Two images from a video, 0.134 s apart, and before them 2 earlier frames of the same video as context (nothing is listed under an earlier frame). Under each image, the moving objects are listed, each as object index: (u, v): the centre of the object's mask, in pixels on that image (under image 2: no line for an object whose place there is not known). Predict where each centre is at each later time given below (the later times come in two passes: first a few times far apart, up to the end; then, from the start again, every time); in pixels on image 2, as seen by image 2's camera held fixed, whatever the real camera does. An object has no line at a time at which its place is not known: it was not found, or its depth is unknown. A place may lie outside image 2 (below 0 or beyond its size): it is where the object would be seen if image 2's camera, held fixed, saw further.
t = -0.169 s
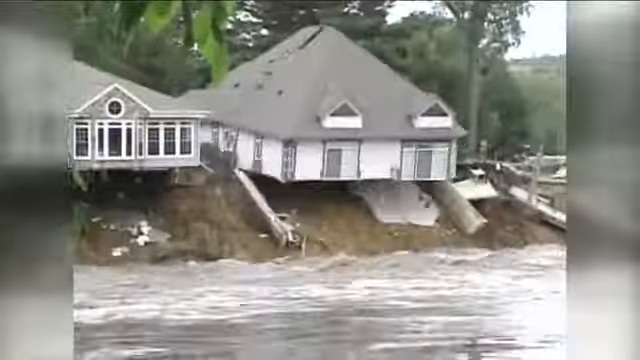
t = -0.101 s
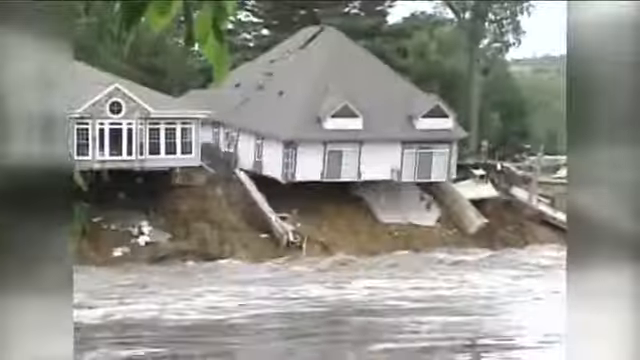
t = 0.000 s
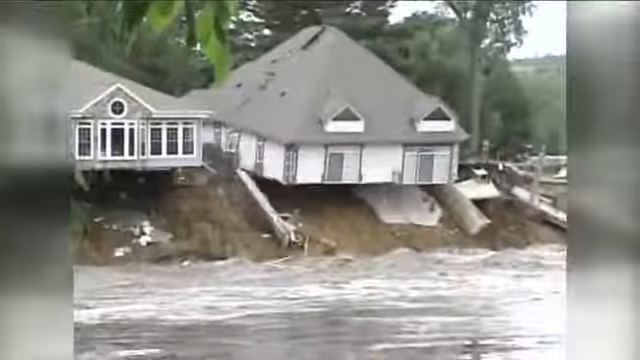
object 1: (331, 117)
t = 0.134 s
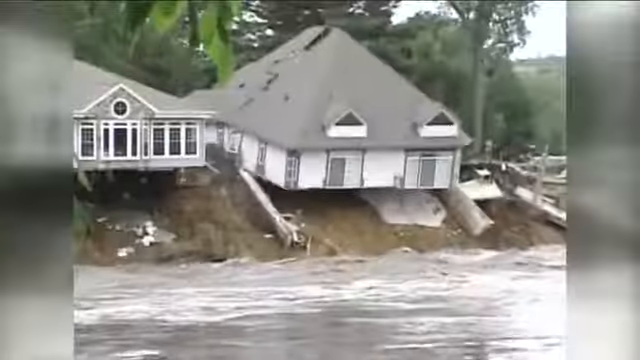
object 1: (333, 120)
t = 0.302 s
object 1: (332, 123)
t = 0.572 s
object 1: (331, 129)
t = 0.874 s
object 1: (331, 137)
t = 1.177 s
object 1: (332, 140)
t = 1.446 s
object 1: (333, 143)
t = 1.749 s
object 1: (335, 147)
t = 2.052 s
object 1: (337, 153)
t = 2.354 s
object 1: (338, 155)
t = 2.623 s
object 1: (337, 155)
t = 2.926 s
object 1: (338, 155)
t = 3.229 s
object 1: (343, 156)
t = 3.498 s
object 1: (345, 157)
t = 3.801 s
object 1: (347, 158)
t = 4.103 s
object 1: (350, 157)
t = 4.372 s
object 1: (352, 157)
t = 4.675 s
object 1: (357, 157)
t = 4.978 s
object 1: (360, 157)
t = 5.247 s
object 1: (357, 160)
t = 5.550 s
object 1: (352, 162)
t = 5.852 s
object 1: (353, 163)
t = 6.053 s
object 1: (353, 163)
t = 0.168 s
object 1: (332, 120)
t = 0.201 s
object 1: (332, 121)
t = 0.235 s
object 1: (332, 122)
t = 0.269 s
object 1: (332, 122)
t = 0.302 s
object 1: (332, 123)
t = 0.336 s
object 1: (332, 123)
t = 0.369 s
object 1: (331, 124)
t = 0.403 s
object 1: (331, 125)
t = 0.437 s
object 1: (332, 126)
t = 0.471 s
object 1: (332, 127)
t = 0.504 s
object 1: (332, 128)
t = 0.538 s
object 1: (331, 128)
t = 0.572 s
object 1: (331, 129)
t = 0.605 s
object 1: (331, 130)
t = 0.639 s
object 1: (332, 131)
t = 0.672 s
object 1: (332, 132)
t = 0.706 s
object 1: (332, 134)
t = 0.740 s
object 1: (332, 134)
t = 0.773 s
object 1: (332, 136)
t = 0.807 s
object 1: (332, 136)
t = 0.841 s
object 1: (332, 137)
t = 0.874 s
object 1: (331, 137)
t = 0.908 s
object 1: (331, 138)
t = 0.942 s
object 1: (331, 138)
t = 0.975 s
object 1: (332, 138)
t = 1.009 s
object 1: (332, 139)
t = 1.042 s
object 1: (332, 139)
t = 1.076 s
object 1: (332, 139)
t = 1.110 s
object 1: (332, 140)
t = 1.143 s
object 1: (332, 140)
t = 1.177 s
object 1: (332, 140)
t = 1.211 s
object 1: (332, 141)
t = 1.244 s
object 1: (332, 141)
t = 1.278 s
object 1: (332, 142)
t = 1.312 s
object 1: (332, 142)
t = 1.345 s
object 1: (332, 142)
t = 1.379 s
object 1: (332, 142)
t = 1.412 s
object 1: (332, 143)
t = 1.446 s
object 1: (333, 143)
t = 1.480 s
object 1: (333, 143)
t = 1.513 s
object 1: (333, 143)
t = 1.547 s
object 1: (333, 144)
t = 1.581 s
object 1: (333, 144)
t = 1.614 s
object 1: (333, 144)
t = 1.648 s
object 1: (333, 145)
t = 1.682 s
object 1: (333, 145)
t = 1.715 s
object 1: (334, 146)
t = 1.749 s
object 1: (335, 147)
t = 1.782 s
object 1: (335, 148)
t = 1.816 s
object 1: (336, 148)
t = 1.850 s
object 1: (336, 149)
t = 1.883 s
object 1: (336, 150)
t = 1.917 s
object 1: (336, 150)
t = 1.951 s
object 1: (337, 151)
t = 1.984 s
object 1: (337, 152)
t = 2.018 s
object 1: (337, 153)
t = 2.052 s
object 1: (337, 153)
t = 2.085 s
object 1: (336, 153)
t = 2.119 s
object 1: (337, 153)
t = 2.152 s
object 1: (337, 154)
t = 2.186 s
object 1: (337, 154)
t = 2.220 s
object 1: (337, 154)
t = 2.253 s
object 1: (338, 154)
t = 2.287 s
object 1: (338, 155)
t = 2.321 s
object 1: (338, 155)
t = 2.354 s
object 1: (338, 155)
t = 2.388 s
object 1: (338, 155)
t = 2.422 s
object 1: (338, 155)
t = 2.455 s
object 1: (337, 155)
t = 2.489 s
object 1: (337, 155)
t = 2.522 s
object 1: (337, 155)
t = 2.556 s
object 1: (337, 155)
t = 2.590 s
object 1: (337, 155)
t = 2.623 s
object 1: (337, 155)
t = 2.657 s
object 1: (337, 155)
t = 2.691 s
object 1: (337, 156)
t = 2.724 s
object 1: (337, 155)
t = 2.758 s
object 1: (338, 155)
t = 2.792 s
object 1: (338, 155)
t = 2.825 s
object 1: (338, 155)
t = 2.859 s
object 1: (338, 155)
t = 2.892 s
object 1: (338, 155)
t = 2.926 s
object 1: (338, 155)
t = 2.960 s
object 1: (339, 155)
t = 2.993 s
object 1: (339, 155)
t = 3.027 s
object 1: (340, 155)
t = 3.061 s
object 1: (340, 155)
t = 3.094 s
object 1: (341, 155)
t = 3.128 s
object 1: (341, 156)
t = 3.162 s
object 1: (342, 156)
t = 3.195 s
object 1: (342, 156)
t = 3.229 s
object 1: (343, 156)
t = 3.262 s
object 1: (343, 156)
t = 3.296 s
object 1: (343, 156)
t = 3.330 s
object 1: (343, 156)
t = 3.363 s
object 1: (344, 157)
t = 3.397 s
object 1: (344, 157)
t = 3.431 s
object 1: (344, 157)
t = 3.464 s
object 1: (345, 157)
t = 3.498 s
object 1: (345, 157)
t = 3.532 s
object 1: (345, 157)
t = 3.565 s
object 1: (345, 157)
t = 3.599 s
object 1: (346, 157)
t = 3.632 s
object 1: (346, 158)
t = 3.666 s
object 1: (346, 158)
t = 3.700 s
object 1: (346, 158)
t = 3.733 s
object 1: (346, 158)
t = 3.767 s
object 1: (347, 158)
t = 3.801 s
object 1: (347, 158)
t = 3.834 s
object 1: (347, 157)
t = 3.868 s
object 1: (348, 158)
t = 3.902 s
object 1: (348, 158)
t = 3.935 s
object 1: (349, 158)
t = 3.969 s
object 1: (349, 158)
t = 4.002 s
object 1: (349, 158)
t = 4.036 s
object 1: (349, 158)
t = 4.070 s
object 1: (349, 157)
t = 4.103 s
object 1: (350, 157)
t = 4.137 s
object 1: (350, 157)
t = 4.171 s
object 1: (351, 157)
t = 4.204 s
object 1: (351, 157)
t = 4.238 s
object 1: (352, 157)
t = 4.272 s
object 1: (352, 157)
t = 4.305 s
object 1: (352, 157)
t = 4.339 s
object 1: (352, 157)
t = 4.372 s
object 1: (352, 157)
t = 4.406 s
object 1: (353, 157)
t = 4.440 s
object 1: (353, 157)
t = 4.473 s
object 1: (353, 158)
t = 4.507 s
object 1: (356, 157)
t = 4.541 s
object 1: (356, 157)
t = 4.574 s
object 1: (356, 157)
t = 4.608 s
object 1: (356, 157)
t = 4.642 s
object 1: (357, 157)
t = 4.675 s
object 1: (357, 157)
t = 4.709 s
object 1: (358, 157)
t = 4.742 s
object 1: (359, 157)
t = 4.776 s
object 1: (358, 157)
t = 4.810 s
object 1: (358, 157)
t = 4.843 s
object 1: (358, 157)
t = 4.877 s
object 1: (358, 157)
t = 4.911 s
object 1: (359, 157)
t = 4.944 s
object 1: (358, 158)
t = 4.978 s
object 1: (360, 157)
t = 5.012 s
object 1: (359, 158)
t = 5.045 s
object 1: (358, 159)
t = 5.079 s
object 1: (357, 159)
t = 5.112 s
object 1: (357, 159)
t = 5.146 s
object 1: (358, 159)
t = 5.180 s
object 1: (358, 159)
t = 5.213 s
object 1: (358, 159)
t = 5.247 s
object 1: (357, 160)
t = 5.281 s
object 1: (358, 160)
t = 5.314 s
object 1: (358, 160)
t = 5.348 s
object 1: (357, 160)
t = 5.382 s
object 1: (356, 161)
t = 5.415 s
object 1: (355, 161)
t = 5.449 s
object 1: (355, 161)
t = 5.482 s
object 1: (355, 161)
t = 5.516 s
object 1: (354, 161)
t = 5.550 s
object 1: (352, 162)
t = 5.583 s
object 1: (352, 162)
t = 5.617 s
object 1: (352, 162)
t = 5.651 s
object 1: (352, 162)
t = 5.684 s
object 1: (352, 162)
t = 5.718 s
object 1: (352, 162)
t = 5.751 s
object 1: (352, 162)
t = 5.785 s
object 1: (352, 162)
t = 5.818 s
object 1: (352, 163)
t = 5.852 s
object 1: (353, 163)
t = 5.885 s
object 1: (353, 163)
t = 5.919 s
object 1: (354, 162)
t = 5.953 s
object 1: (353, 162)
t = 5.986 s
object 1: (353, 162)
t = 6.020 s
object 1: (353, 162)
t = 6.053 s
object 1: (353, 163)
